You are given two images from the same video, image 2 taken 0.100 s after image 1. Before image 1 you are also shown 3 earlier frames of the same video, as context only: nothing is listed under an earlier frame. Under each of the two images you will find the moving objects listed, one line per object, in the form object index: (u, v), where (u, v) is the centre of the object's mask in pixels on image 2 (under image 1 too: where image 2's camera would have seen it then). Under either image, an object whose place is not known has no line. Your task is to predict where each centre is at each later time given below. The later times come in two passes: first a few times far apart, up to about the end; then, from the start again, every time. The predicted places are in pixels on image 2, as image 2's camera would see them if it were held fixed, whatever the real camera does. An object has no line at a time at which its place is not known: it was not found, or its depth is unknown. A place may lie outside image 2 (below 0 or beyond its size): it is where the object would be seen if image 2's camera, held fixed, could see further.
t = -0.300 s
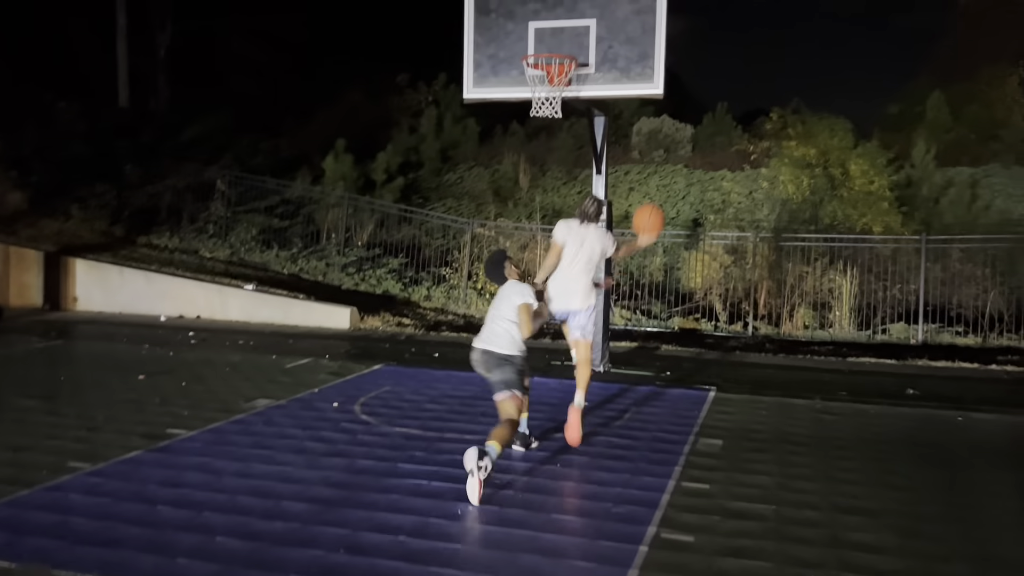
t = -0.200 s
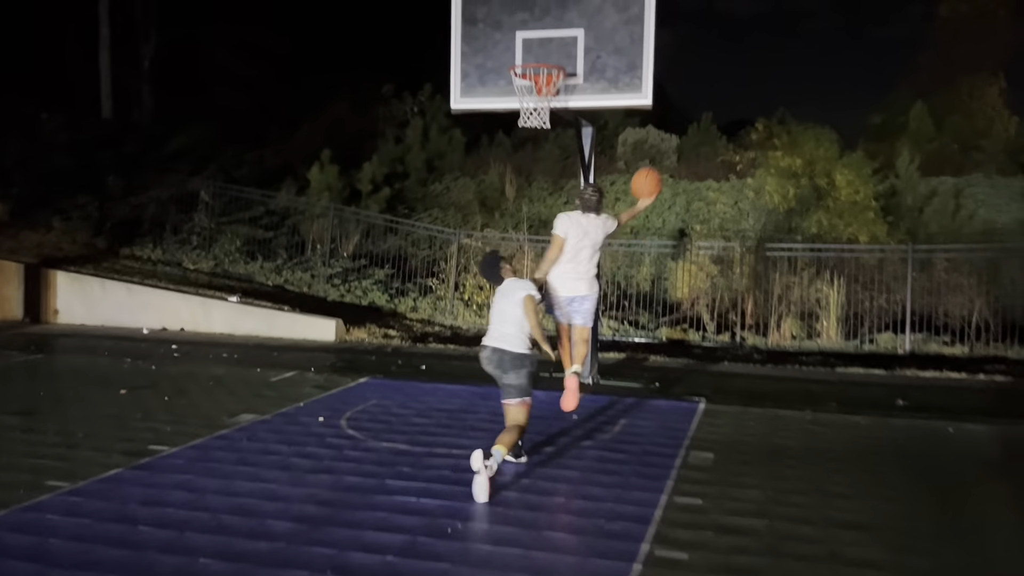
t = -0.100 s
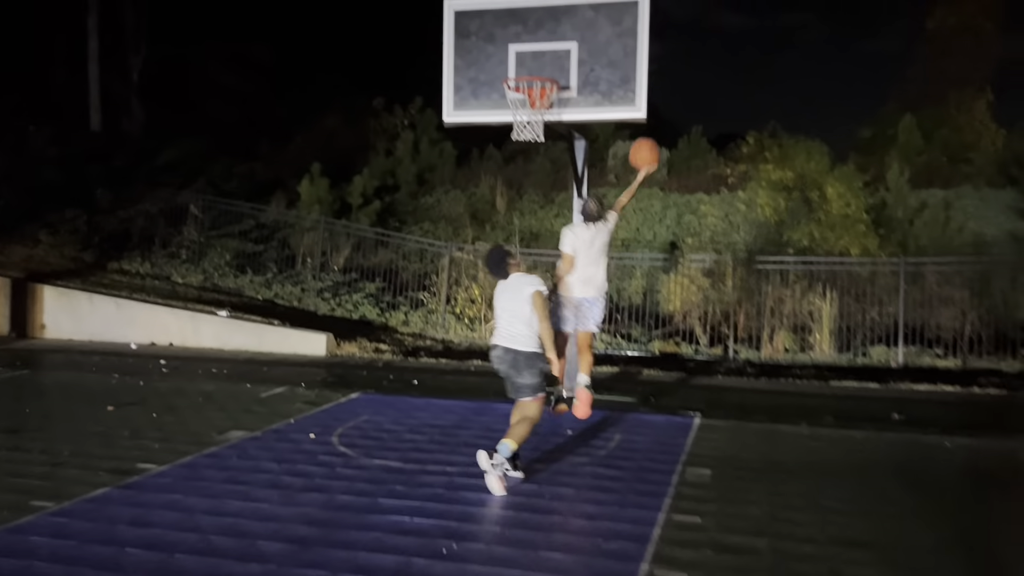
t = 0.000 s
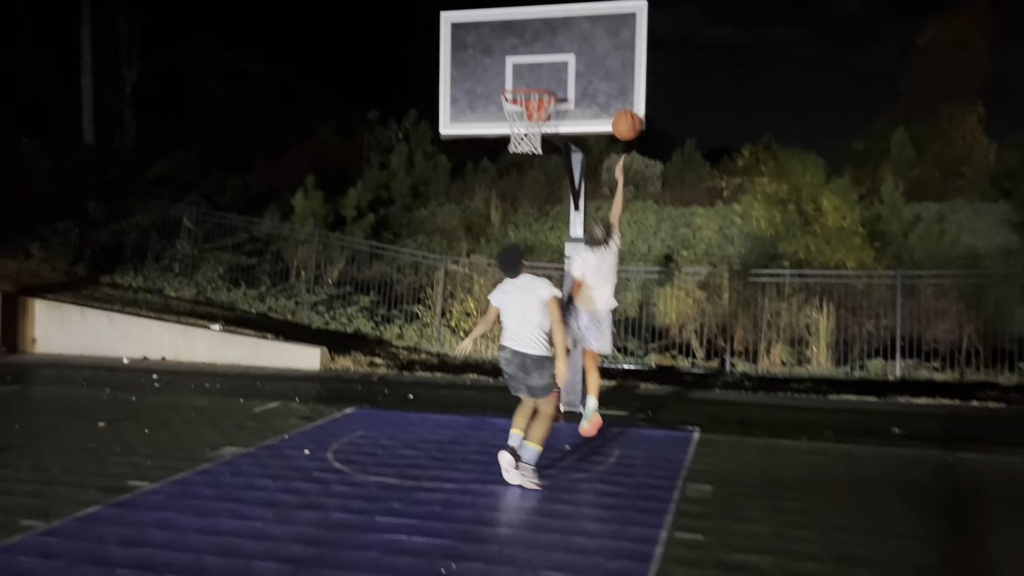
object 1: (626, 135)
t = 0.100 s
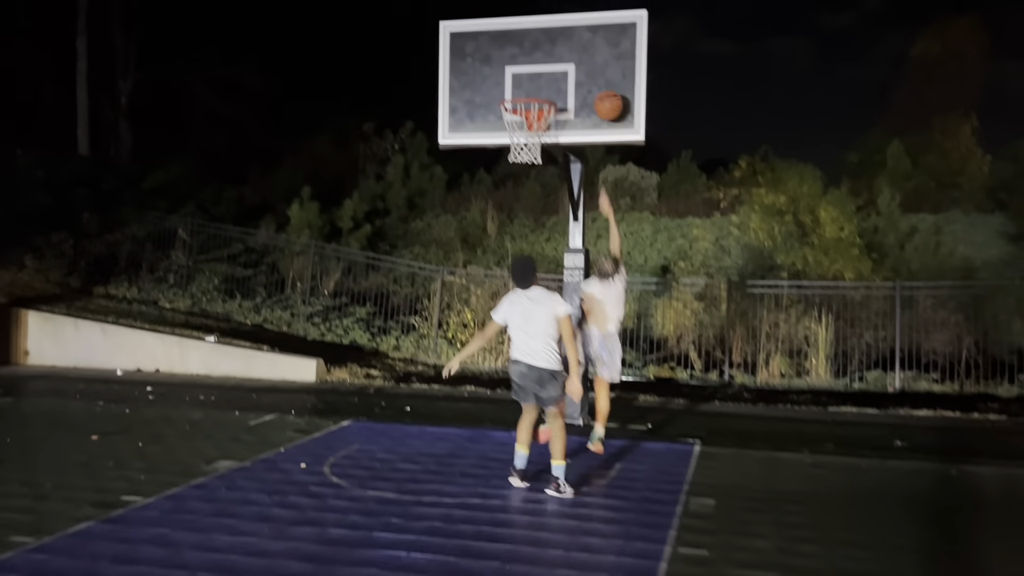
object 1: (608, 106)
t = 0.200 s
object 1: (592, 89)
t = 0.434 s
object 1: (550, 85)
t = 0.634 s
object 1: (517, 126)
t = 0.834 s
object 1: (512, 168)
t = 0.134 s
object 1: (603, 99)
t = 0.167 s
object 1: (597, 93)
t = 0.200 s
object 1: (592, 89)
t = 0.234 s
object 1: (586, 84)
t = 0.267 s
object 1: (581, 81)
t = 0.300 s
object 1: (575, 79)
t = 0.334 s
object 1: (568, 78)
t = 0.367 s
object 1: (562, 79)
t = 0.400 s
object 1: (557, 82)
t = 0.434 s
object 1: (550, 85)
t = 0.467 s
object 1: (544, 88)
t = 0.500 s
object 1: (538, 91)
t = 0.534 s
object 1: (533, 108)
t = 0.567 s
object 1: (527, 114)
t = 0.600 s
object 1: (519, 121)
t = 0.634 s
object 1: (517, 126)
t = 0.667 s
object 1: (514, 133)
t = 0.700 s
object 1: (515, 145)
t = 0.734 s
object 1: (513, 147)
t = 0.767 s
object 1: (513, 152)
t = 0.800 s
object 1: (513, 159)
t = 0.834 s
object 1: (512, 168)
